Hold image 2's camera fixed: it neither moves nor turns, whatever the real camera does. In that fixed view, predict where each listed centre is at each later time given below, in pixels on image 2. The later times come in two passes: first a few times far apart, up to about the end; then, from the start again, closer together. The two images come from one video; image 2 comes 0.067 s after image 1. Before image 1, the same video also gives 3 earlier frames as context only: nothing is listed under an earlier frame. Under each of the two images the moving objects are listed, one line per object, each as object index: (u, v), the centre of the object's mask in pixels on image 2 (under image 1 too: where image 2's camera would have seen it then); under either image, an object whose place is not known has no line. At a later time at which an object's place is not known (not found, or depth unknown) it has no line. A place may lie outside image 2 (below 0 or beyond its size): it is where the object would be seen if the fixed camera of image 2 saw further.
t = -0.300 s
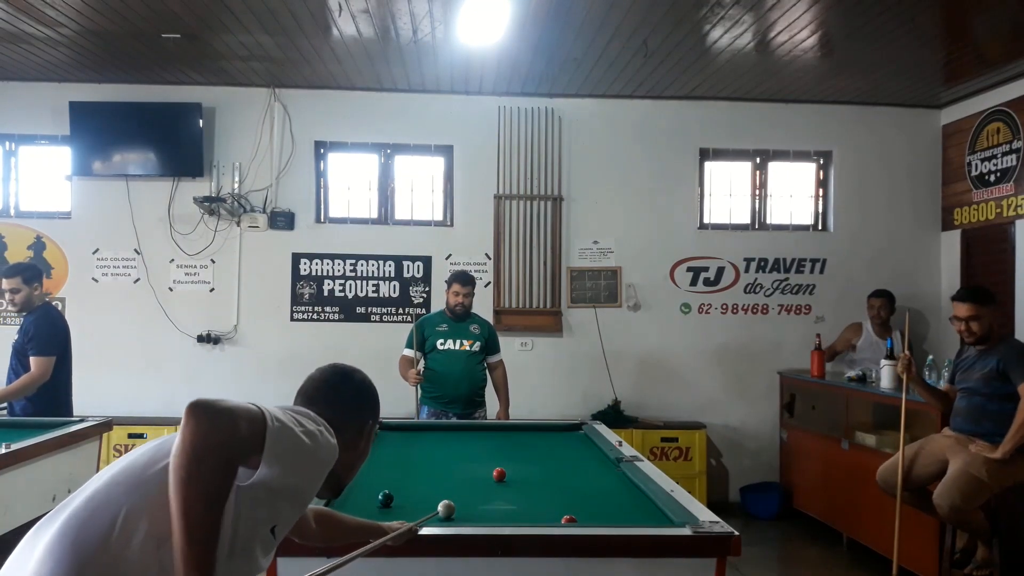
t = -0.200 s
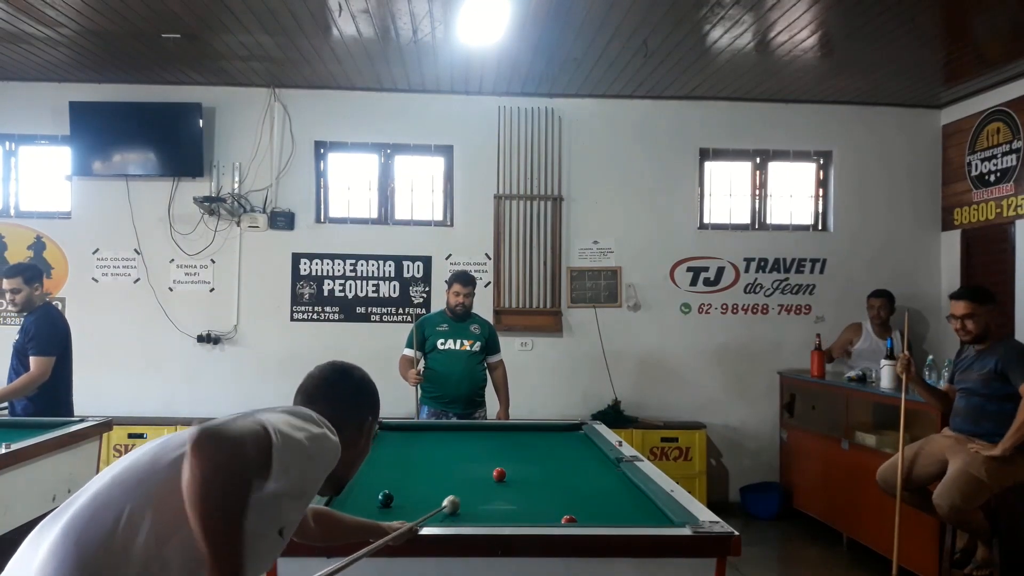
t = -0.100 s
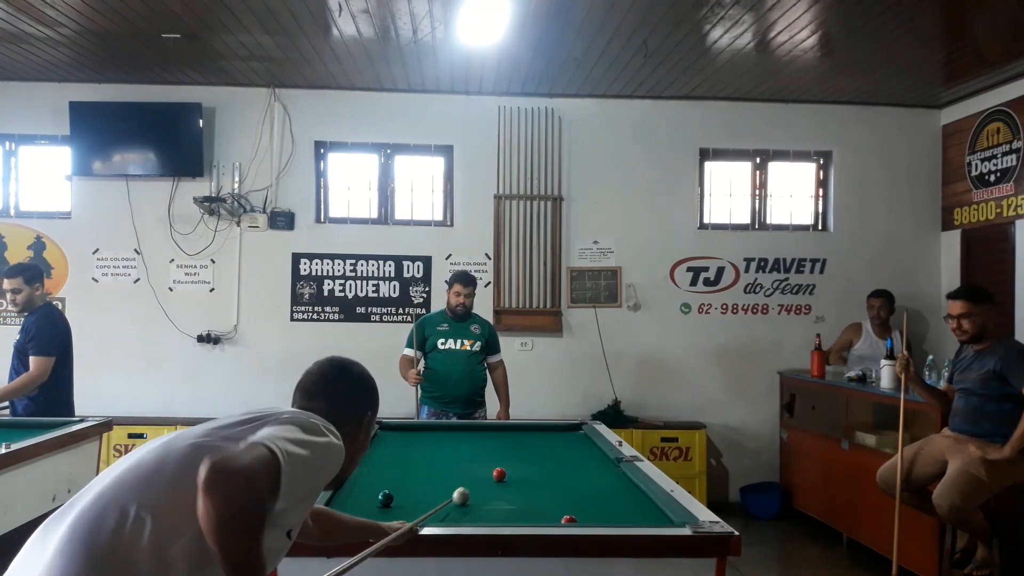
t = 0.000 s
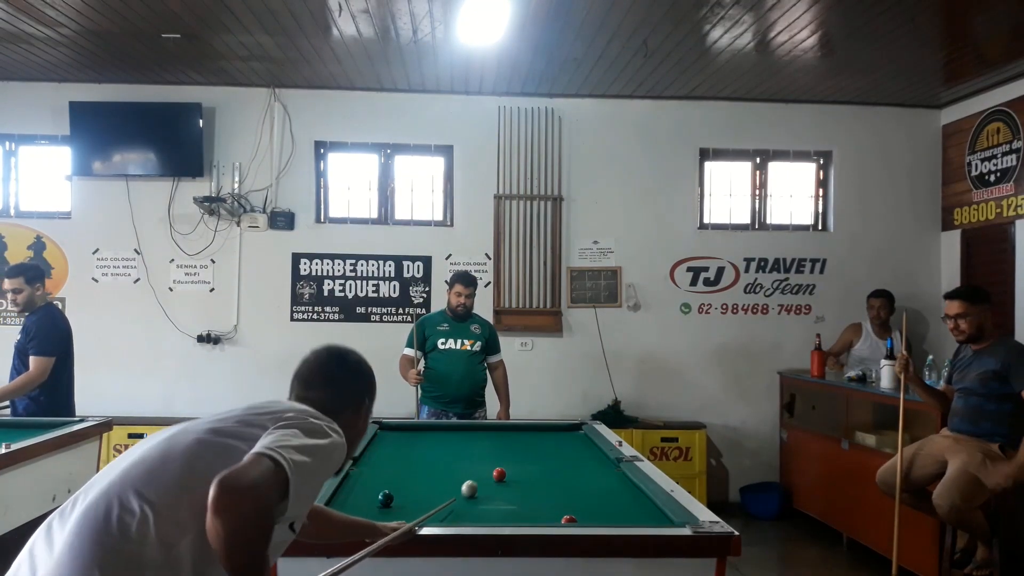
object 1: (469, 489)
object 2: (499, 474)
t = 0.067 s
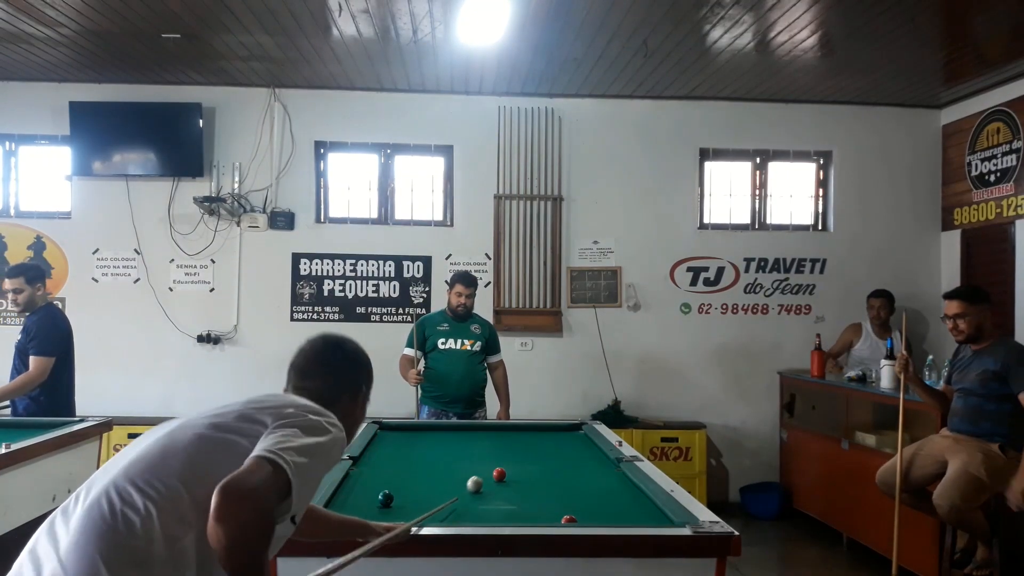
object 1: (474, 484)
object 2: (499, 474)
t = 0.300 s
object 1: (483, 471)
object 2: (508, 474)
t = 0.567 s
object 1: (475, 459)
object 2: (534, 472)
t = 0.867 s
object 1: (469, 448)
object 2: (560, 470)
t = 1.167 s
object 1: (463, 439)
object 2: (584, 468)
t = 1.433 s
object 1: (458, 432)
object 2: (602, 467)
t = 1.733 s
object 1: (454, 427)
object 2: (609, 466)
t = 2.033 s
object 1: (449, 431)
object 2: (600, 465)
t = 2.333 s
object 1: (445, 435)
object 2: (593, 465)
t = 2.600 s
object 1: (441, 438)
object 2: (589, 464)
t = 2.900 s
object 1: (437, 442)
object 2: (588, 464)
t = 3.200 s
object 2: (590, 465)
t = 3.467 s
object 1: (430, 449)
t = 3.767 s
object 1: (427, 452)
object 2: (586, 465)
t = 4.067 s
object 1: (424, 454)
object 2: (588, 464)
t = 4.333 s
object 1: (423, 457)
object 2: (588, 464)
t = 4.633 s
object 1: (421, 458)
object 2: (588, 464)
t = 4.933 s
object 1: (418, 460)
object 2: (588, 464)
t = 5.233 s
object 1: (417, 461)
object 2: (588, 464)
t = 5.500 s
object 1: (417, 461)
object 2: (588, 464)
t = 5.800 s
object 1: (417, 461)
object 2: (588, 464)
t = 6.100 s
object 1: (417, 462)
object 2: (588, 464)
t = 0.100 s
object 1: (477, 482)
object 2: (499, 474)
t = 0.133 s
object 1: (479, 480)
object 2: (499, 474)
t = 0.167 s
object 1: (482, 478)
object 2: (499, 474)
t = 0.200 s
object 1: (484, 476)
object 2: (499, 474)
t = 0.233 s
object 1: (485, 473)
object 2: (501, 474)
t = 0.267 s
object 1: (484, 472)
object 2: (505, 474)
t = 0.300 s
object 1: (483, 471)
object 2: (508, 474)
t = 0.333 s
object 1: (482, 469)
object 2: (511, 473)
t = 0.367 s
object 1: (481, 467)
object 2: (515, 473)
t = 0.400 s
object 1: (480, 466)
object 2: (518, 473)
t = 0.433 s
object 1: (479, 464)
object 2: (521, 473)
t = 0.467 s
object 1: (478, 463)
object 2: (525, 473)
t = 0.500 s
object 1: (477, 461)
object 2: (528, 472)
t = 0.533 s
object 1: (476, 460)
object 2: (531, 472)
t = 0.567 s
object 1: (475, 459)
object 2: (534, 472)
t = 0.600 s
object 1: (474, 458)
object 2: (537, 471)
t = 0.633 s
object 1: (474, 456)
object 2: (540, 471)
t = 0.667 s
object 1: (473, 455)
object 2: (543, 471)
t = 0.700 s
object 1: (472, 454)
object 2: (546, 471)
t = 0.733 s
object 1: (472, 453)
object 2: (549, 470)
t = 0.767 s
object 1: (471, 451)
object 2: (552, 470)
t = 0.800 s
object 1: (470, 450)
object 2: (555, 470)
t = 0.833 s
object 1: (469, 449)
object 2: (558, 470)
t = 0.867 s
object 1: (469, 448)
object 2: (560, 470)
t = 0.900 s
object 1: (468, 447)
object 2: (563, 470)
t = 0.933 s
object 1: (467, 446)
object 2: (566, 470)
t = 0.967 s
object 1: (467, 445)
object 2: (569, 469)
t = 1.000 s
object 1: (466, 444)
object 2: (571, 469)
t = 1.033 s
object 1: (465, 443)
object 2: (574, 469)
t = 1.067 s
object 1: (465, 442)
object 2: (576, 469)
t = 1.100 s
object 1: (464, 441)
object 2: (578, 469)
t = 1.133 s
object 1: (464, 440)
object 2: (581, 469)
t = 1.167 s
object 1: (463, 439)
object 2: (584, 468)
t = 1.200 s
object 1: (463, 438)
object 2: (586, 468)
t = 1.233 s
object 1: (462, 437)
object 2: (588, 468)
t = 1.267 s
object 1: (461, 436)
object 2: (591, 468)
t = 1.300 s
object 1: (461, 435)
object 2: (593, 468)
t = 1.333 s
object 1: (460, 434)
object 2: (595, 468)
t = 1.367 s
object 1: (460, 434)
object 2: (597, 467)
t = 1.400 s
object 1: (459, 433)
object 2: (599, 467)
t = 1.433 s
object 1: (458, 432)
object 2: (602, 467)
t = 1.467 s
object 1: (458, 431)
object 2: (604, 467)
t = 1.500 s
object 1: (457, 430)
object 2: (606, 467)
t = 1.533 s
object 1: (457, 430)
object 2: (608, 467)
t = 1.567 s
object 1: (456, 429)
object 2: (610, 467)
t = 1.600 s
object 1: (456, 428)
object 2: (612, 466)
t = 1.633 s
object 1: (455, 427)
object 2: (613, 466)
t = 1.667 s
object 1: (455, 427)
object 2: (612, 466)
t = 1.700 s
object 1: (454, 427)
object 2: (611, 466)
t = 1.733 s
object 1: (454, 427)
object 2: (609, 466)
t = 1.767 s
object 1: (453, 428)
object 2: (608, 466)
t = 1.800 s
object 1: (453, 428)
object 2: (607, 466)
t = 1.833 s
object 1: (452, 429)
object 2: (606, 466)
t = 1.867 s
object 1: (452, 429)
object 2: (605, 466)
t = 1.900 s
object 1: (451, 429)
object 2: (604, 465)
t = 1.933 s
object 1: (451, 430)
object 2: (603, 465)
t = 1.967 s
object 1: (450, 431)
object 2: (602, 465)
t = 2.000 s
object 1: (450, 431)
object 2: (601, 465)
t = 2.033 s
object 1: (449, 431)
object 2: (600, 465)
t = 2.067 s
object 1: (449, 432)
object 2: (599, 465)
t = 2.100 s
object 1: (448, 432)
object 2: (598, 465)
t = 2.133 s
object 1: (448, 433)
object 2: (597, 465)
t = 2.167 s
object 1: (447, 433)
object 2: (596, 465)
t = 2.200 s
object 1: (447, 433)
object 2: (596, 465)
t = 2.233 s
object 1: (446, 434)
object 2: (595, 465)
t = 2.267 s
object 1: (446, 434)
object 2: (594, 465)
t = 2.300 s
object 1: (445, 435)
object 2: (594, 465)
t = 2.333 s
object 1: (445, 435)
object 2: (593, 465)
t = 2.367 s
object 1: (444, 436)
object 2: (592, 464)
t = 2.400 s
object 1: (444, 436)
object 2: (592, 464)
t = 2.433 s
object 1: (443, 436)
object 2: (591, 465)
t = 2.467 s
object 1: (443, 437)
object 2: (591, 464)
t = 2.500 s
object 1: (442, 437)
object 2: (590, 464)
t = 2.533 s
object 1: (442, 438)
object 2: (590, 464)
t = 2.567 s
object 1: (441, 438)
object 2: (590, 464)
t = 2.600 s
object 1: (441, 438)
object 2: (589, 464)
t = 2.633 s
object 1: (440, 439)
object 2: (589, 464)
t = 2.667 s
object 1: (440, 440)
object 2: (589, 464)
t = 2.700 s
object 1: (440, 440)
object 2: (589, 464)
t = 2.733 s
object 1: (439, 440)
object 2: (588, 464)
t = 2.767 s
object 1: (439, 441)
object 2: (588, 464)
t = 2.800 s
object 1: (438, 441)
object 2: (588, 464)
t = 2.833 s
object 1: (437, 442)
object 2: (588, 464)
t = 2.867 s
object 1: (437, 441)
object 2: (588, 464)
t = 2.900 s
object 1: (437, 442)
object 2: (588, 464)
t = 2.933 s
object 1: (437, 443)
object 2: (588, 464)
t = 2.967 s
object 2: (588, 464)
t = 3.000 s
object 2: (588, 464)
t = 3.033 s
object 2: (588, 464)
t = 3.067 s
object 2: (588, 464)
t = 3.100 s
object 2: (588, 464)
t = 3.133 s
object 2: (588, 464)
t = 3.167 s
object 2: (588, 464)
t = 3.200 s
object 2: (590, 465)
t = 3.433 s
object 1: (427, 447)
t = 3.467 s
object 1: (430, 449)
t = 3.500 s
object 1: (430, 449)
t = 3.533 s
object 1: (429, 450)
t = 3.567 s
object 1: (429, 450)
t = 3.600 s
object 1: (429, 450)
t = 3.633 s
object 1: (428, 450)
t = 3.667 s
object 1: (428, 451)
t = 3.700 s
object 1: (427, 451)
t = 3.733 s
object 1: (427, 452)
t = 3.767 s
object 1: (427, 452)
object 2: (586, 465)
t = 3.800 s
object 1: (426, 452)
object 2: (588, 464)
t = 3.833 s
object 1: (426, 452)
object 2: (588, 464)
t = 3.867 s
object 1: (426, 453)
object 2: (588, 464)
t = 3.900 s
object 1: (426, 453)
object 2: (588, 464)
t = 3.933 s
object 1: (425, 453)
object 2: (588, 464)
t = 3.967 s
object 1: (425, 453)
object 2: (588, 464)
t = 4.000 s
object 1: (425, 454)
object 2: (588, 464)
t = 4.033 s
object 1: (424, 454)
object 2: (588, 464)
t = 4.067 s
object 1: (424, 454)
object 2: (588, 464)
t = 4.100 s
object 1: (424, 455)
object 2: (588, 464)
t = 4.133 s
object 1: (424, 455)
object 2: (588, 464)
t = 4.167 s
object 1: (424, 455)
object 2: (588, 464)
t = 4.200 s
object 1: (423, 456)
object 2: (588, 464)
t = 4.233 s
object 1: (423, 456)
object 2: (588, 464)
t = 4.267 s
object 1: (423, 456)
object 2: (588, 464)
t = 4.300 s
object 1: (423, 456)
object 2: (588, 464)
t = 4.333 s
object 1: (423, 457)
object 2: (588, 464)
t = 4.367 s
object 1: (423, 457)
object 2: (588, 464)
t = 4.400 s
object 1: (422, 457)
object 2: (588, 464)
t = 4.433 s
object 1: (422, 457)
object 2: (588, 464)
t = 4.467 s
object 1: (422, 457)
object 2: (588, 464)
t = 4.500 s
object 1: (421, 458)
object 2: (588, 464)
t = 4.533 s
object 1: (421, 458)
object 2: (588, 464)
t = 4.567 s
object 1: (421, 458)
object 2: (588, 464)
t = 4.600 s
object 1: (421, 458)
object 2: (588, 464)
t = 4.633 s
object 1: (421, 458)
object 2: (588, 464)
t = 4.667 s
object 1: (420, 459)
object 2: (588, 464)
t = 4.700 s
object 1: (420, 459)
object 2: (588, 464)
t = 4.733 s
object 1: (420, 459)
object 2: (588, 464)
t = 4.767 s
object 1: (419, 459)
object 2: (588, 464)
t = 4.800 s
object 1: (419, 459)
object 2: (588, 464)
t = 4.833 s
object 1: (419, 460)
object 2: (588, 464)
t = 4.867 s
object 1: (419, 460)
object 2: (588, 464)
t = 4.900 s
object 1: (418, 460)
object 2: (588, 464)
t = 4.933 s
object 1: (418, 460)
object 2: (588, 464)
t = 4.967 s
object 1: (418, 460)
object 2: (588, 464)
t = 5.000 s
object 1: (418, 460)
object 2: (588, 464)
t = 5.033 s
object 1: (418, 460)
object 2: (588, 464)
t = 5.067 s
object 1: (418, 460)
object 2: (588, 464)
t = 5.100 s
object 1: (418, 461)
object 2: (588, 464)
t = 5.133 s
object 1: (418, 461)
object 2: (588, 464)
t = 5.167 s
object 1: (417, 461)
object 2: (588, 464)
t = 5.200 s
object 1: (417, 460)
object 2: (588, 464)
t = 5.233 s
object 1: (417, 461)
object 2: (588, 464)
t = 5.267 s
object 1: (417, 461)
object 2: (588, 464)
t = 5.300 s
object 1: (417, 461)
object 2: (588, 464)
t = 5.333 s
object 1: (417, 461)
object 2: (588, 464)
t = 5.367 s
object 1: (417, 461)
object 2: (588, 464)
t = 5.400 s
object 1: (417, 461)
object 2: (588, 464)
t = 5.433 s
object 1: (417, 461)
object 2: (588, 464)
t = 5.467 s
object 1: (417, 461)
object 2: (588, 464)
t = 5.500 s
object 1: (417, 461)
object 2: (588, 464)
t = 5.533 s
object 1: (417, 461)
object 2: (588, 464)
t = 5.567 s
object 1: (417, 461)
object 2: (588, 464)
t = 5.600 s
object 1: (417, 461)
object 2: (588, 464)
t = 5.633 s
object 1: (417, 461)
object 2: (588, 464)
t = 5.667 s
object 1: (417, 461)
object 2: (588, 464)
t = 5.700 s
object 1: (417, 462)
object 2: (588, 464)
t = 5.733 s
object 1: (417, 461)
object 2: (588, 464)
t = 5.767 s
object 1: (417, 462)
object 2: (588, 464)
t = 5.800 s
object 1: (417, 461)
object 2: (588, 464)
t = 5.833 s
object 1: (417, 462)
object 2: (588, 464)
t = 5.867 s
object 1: (417, 462)
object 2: (588, 464)
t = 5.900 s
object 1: (417, 462)
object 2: (588, 464)
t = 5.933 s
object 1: (417, 461)
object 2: (588, 464)
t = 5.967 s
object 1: (417, 462)
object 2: (588, 464)
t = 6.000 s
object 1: (417, 462)
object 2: (588, 464)
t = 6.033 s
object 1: (417, 462)
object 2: (588, 464)
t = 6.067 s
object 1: (417, 462)
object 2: (588, 464)
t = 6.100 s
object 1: (417, 462)
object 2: (588, 464)
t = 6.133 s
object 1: (417, 462)
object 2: (588, 464)
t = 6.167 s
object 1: (417, 462)
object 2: (588, 464)
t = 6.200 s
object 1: (417, 462)
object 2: (588, 464)
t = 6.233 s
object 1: (417, 462)
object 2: (588, 464)
